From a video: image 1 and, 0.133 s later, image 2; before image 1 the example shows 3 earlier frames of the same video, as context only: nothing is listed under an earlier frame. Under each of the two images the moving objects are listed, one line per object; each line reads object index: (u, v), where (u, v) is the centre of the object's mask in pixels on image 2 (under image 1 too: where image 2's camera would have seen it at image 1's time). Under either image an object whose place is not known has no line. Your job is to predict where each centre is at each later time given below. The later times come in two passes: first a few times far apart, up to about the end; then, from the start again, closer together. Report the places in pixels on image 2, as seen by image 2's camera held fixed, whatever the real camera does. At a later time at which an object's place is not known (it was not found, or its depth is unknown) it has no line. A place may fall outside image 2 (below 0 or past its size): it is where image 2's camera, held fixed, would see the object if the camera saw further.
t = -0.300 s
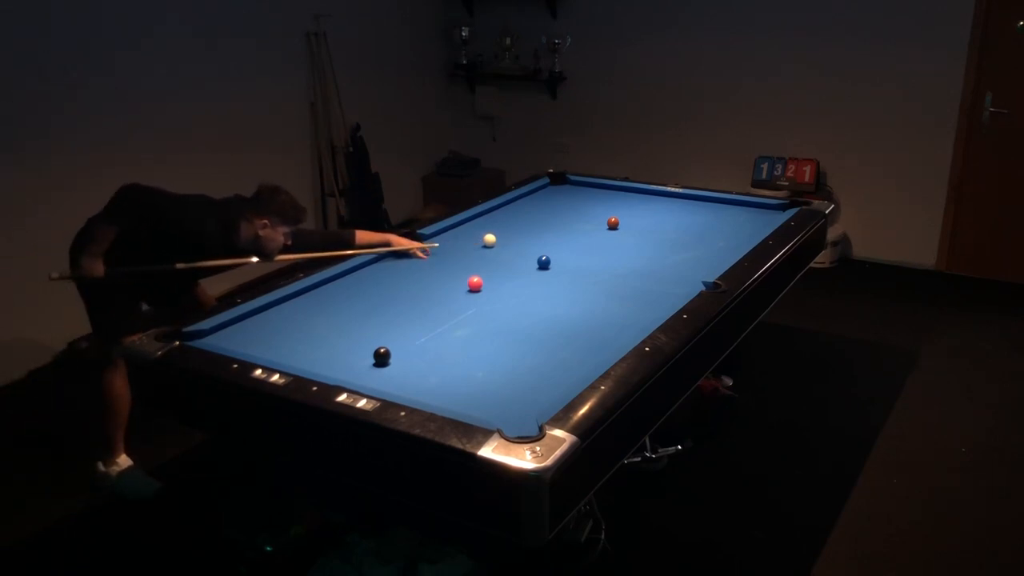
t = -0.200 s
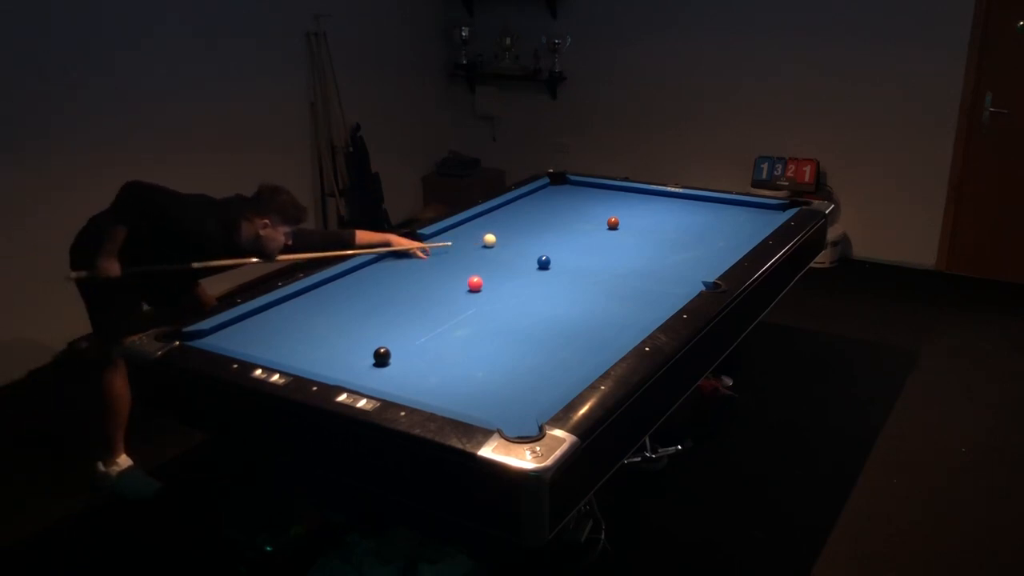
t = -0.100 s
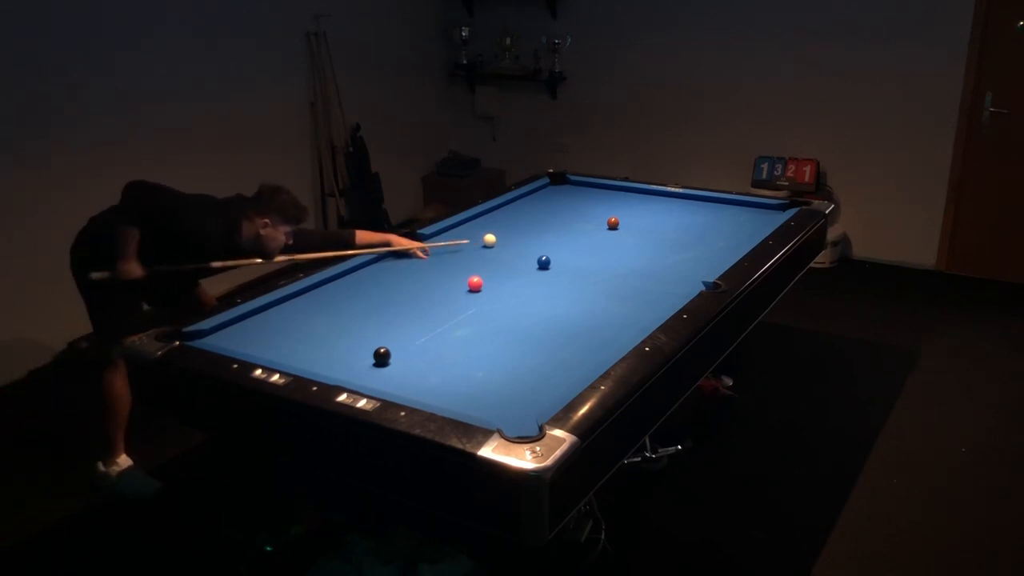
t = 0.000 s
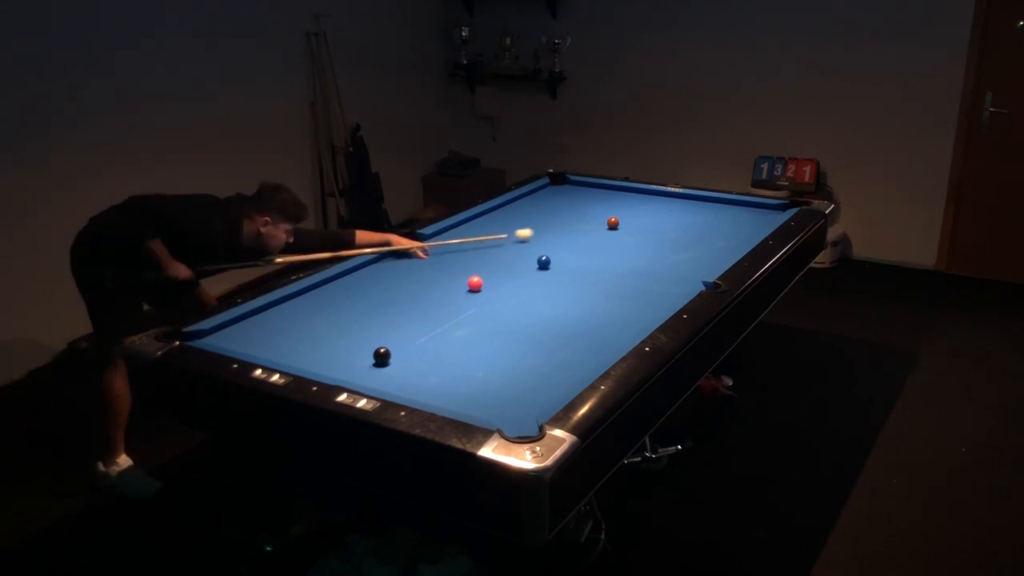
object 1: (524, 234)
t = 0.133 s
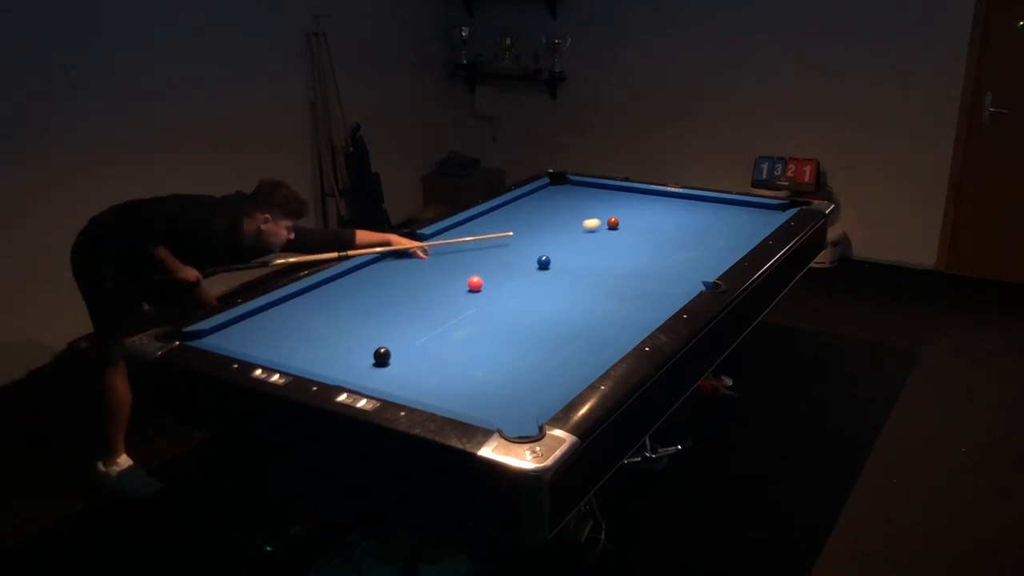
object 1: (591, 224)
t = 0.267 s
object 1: (602, 220)
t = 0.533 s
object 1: (624, 210)
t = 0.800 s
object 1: (650, 200)
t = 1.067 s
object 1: (667, 195)
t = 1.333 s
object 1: (667, 202)
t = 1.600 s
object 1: (668, 207)
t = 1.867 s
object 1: (668, 214)
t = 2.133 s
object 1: (667, 220)
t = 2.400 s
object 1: (667, 226)
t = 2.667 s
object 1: (667, 232)
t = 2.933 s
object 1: (667, 237)
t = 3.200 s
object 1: (666, 243)
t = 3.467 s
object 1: (666, 248)
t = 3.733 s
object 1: (666, 254)
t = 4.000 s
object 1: (665, 258)
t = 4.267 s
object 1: (665, 263)
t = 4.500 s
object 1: (665, 266)
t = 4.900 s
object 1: (663, 271)
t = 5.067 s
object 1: (665, 274)
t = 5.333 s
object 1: (665, 277)
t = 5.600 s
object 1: (665, 280)
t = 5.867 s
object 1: (665, 283)
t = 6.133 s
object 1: (666, 284)
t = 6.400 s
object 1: (666, 285)
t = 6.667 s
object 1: (667, 286)
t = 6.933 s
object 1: (667, 287)
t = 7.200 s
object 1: (667, 287)
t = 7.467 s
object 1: (667, 287)
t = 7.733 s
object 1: (667, 287)
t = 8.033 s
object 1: (667, 287)
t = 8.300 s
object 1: (667, 287)
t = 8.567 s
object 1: (667, 287)
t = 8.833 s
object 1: (667, 286)
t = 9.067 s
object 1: (667, 287)
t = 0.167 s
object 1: (601, 223)
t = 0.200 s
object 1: (600, 222)
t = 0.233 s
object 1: (601, 221)
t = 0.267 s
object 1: (602, 220)
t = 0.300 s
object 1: (603, 219)
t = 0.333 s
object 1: (605, 218)
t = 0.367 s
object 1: (608, 216)
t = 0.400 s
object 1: (611, 215)
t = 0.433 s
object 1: (614, 214)
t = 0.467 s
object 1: (618, 212)
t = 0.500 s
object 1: (621, 211)
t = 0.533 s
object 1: (624, 210)
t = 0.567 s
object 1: (628, 208)
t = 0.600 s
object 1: (631, 207)
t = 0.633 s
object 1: (634, 206)
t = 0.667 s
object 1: (638, 205)
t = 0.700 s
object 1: (641, 204)
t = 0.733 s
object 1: (644, 203)
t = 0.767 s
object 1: (647, 201)
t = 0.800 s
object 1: (650, 200)
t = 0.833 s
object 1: (653, 199)
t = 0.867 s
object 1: (656, 198)
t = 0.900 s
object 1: (659, 197)
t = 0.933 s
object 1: (662, 196)
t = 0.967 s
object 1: (665, 195)
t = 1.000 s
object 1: (667, 194)
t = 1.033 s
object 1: (667, 194)
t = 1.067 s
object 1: (667, 195)
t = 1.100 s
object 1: (667, 196)
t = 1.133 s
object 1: (667, 197)
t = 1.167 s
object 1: (667, 198)
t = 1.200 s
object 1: (668, 198)
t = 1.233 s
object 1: (668, 199)
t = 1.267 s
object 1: (668, 200)
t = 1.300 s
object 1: (668, 201)
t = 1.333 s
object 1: (667, 202)
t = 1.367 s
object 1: (667, 202)
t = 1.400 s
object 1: (668, 203)
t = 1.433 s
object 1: (668, 204)
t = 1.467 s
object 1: (667, 205)
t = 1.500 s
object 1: (668, 205)
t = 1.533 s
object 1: (668, 206)
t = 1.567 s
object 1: (668, 207)
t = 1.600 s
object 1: (668, 207)
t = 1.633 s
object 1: (668, 208)
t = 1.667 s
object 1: (667, 209)
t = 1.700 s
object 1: (667, 210)
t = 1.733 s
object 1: (668, 211)
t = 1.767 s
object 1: (667, 212)
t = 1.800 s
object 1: (667, 212)
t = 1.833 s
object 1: (667, 213)
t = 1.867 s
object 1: (668, 214)
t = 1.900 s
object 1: (668, 214)
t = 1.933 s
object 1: (668, 215)
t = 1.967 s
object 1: (668, 216)
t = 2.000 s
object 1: (668, 217)
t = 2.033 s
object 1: (667, 217)
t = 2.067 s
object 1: (667, 218)
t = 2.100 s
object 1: (668, 219)
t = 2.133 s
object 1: (667, 220)
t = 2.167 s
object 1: (667, 220)
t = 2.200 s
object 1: (668, 221)
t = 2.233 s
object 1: (667, 222)
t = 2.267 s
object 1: (667, 223)
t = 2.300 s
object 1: (667, 223)
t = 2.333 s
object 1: (667, 224)
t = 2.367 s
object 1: (667, 225)
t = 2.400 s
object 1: (667, 226)
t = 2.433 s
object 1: (667, 226)
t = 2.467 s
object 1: (667, 227)
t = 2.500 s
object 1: (667, 228)
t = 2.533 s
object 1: (667, 229)
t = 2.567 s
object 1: (667, 229)
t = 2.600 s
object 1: (667, 230)
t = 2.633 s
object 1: (667, 231)
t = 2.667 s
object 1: (667, 232)
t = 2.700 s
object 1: (667, 232)
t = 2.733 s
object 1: (667, 233)
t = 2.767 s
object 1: (667, 234)
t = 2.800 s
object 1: (667, 235)
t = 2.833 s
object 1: (667, 235)
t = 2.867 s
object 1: (667, 236)
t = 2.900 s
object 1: (667, 237)
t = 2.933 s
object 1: (667, 237)
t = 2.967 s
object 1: (667, 238)
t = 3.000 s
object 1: (667, 239)
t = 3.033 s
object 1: (667, 239)
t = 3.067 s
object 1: (667, 240)
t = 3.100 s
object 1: (667, 241)
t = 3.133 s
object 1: (666, 242)
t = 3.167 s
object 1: (666, 242)
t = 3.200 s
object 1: (666, 243)
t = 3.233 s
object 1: (666, 243)
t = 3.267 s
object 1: (666, 244)
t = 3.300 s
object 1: (666, 245)
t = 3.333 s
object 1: (666, 246)
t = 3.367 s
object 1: (666, 246)
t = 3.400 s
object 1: (666, 247)
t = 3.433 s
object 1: (666, 247)
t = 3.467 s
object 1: (666, 248)
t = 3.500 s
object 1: (666, 249)
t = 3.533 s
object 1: (666, 249)
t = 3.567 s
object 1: (666, 250)
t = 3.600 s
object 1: (666, 251)
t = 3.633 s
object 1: (666, 252)
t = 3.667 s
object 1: (666, 252)
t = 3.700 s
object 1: (666, 253)
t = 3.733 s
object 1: (666, 254)
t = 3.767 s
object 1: (666, 254)
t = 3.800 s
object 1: (665, 255)
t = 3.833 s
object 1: (665, 255)
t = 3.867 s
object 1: (665, 256)
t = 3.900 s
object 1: (665, 256)
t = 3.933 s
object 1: (665, 257)
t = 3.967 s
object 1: (665, 258)
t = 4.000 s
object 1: (665, 258)
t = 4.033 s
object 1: (665, 259)
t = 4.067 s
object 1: (665, 260)
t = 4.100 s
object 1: (665, 260)
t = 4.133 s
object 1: (665, 261)
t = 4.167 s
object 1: (665, 261)
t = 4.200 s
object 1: (665, 262)
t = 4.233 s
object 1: (665, 262)
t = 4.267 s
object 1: (665, 263)
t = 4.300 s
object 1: (665, 264)
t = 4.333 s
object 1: (665, 264)
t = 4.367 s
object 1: (665, 265)
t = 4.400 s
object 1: (665, 265)
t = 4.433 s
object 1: (665, 266)
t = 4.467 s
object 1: (665, 266)
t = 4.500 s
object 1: (665, 266)
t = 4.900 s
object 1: (663, 271)
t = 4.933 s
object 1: (665, 273)
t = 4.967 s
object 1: (665, 273)
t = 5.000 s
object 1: (665, 273)
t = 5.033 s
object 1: (665, 274)
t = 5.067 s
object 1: (665, 274)
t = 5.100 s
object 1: (665, 275)
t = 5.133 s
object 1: (665, 275)
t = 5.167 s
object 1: (665, 276)
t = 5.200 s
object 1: (665, 276)
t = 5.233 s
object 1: (665, 277)
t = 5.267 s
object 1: (665, 277)
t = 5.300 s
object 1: (665, 277)
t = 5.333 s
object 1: (665, 277)
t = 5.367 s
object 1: (665, 278)
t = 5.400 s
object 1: (665, 278)
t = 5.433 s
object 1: (665, 279)
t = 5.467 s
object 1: (665, 279)
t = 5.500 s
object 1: (665, 279)
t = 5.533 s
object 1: (665, 280)
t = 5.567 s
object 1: (665, 280)
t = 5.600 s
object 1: (665, 280)
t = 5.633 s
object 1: (665, 280)
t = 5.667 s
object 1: (665, 281)
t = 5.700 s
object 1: (665, 281)
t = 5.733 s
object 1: (665, 281)
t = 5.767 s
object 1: (665, 282)
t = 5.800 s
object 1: (665, 282)
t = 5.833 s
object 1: (665, 282)
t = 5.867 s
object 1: (665, 283)
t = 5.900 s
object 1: (665, 283)
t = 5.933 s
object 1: (665, 283)
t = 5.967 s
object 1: (665, 283)
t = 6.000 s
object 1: (665, 283)
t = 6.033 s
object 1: (665, 284)
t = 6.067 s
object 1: (666, 284)
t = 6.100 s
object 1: (666, 284)
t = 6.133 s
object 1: (666, 284)
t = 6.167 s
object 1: (666, 284)
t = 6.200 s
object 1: (666, 285)
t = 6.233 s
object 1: (666, 285)
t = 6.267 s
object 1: (666, 285)
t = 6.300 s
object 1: (666, 285)
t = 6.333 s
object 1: (666, 285)
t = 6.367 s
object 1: (666, 285)
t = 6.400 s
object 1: (666, 285)
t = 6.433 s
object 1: (666, 286)
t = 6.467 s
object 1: (666, 286)
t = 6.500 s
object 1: (666, 286)
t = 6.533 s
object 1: (666, 286)
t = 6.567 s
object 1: (666, 286)
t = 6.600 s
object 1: (666, 286)
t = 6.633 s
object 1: (667, 286)
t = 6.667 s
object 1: (667, 286)
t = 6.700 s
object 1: (667, 286)
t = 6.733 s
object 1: (667, 286)
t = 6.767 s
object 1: (667, 286)
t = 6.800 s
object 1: (667, 286)
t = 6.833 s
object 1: (667, 286)
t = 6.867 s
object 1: (667, 287)
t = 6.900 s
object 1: (667, 287)
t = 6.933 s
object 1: (667, 287)
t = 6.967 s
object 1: (667, 287)
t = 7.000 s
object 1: (667, 287)
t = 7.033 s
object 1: (667, 287)
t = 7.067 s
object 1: (667, 287)
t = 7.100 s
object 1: (667, 287)
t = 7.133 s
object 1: (667, 287)
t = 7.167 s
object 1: (667, 287)
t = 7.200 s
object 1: (667, 287)
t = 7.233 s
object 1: (667, 287)
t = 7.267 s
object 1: (667, 287)
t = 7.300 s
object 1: (667, 287)
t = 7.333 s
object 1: (667, 287)
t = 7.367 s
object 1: (667, 287)
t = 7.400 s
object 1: (667, 287)
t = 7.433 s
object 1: (667, 287)
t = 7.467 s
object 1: (667, 287)
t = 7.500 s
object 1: (667, 287)
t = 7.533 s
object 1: (667, 287)
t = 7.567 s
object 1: (667, 287)
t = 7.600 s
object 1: (667, 287)
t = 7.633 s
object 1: (667, 287)
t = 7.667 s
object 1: (667, 287)
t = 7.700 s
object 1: (667, 287)
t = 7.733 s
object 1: (667, 287)
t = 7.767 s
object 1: (667, 287)
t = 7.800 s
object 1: (667, 287)
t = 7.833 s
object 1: (667, 287)
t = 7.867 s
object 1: (667, 287)
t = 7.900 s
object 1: (667, 287)
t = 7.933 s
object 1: (667, 287)
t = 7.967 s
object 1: (667, 287)
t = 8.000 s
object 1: (667, 287)
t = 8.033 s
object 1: (667, 287)
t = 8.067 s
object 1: (667, 287)
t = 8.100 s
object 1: (667, 287)
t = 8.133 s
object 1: (667, 287)
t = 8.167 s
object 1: (667, 287)
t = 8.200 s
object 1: (667, 287)
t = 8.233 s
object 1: (667, 287)
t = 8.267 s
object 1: (667, 287)
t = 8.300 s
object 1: (667, 287)
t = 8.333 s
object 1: (667, 287)
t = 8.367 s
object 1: (667, 287)
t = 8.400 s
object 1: (667, 287)
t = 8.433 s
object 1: (667, 287)
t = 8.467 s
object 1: (667, 287)
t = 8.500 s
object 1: (667, 287)
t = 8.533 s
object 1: (667, 287)
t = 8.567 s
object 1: (667, 287)
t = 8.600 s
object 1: (667, 287)
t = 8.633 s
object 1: (667, 287)
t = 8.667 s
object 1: (667, 287)
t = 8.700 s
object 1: (667, 287)
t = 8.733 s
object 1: (667, 287)
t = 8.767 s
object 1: (667, 287)
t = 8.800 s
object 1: (667, 287)
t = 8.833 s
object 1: (667, 286)
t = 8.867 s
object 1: (667, 287)
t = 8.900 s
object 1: (667, 287)
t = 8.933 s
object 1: (667, 287)
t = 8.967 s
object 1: (667, 287)
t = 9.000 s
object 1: (667, 287)
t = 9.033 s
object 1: (667, 287)
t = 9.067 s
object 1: (667, 287)
